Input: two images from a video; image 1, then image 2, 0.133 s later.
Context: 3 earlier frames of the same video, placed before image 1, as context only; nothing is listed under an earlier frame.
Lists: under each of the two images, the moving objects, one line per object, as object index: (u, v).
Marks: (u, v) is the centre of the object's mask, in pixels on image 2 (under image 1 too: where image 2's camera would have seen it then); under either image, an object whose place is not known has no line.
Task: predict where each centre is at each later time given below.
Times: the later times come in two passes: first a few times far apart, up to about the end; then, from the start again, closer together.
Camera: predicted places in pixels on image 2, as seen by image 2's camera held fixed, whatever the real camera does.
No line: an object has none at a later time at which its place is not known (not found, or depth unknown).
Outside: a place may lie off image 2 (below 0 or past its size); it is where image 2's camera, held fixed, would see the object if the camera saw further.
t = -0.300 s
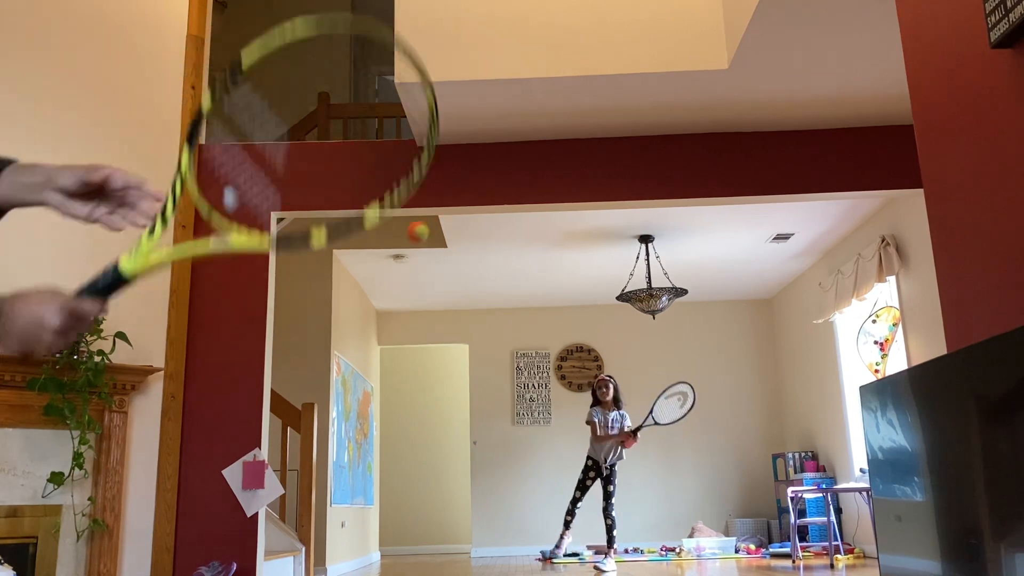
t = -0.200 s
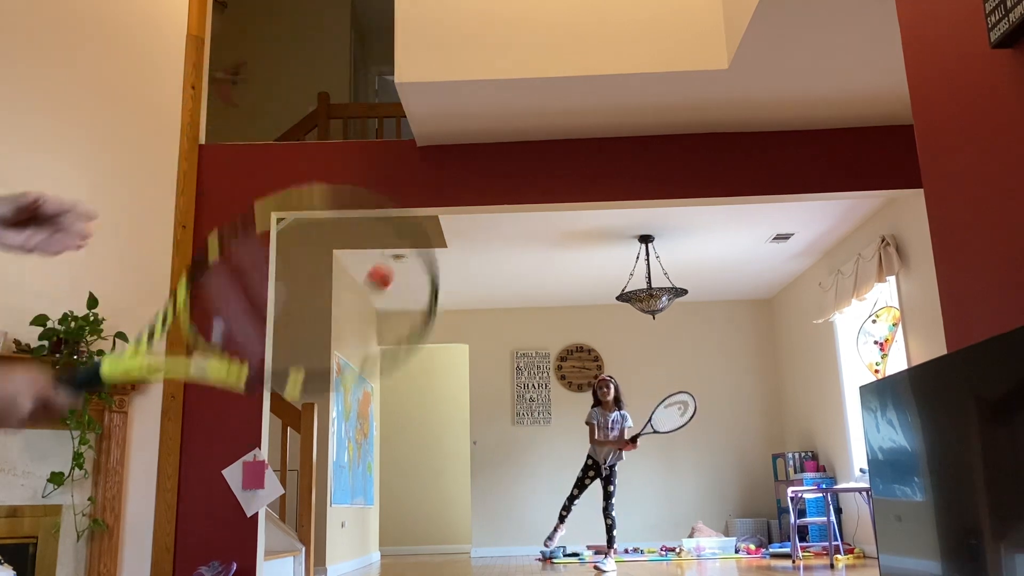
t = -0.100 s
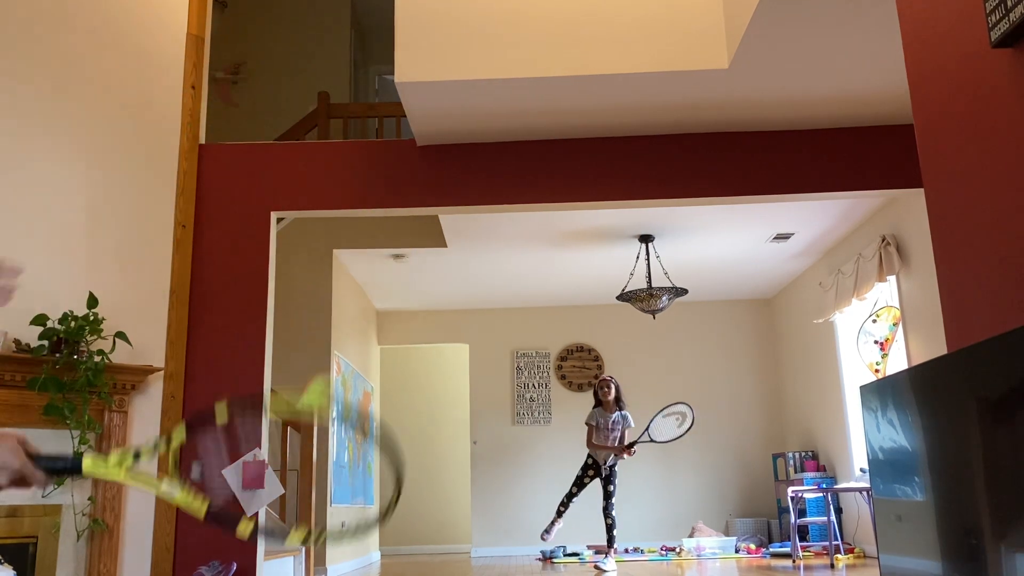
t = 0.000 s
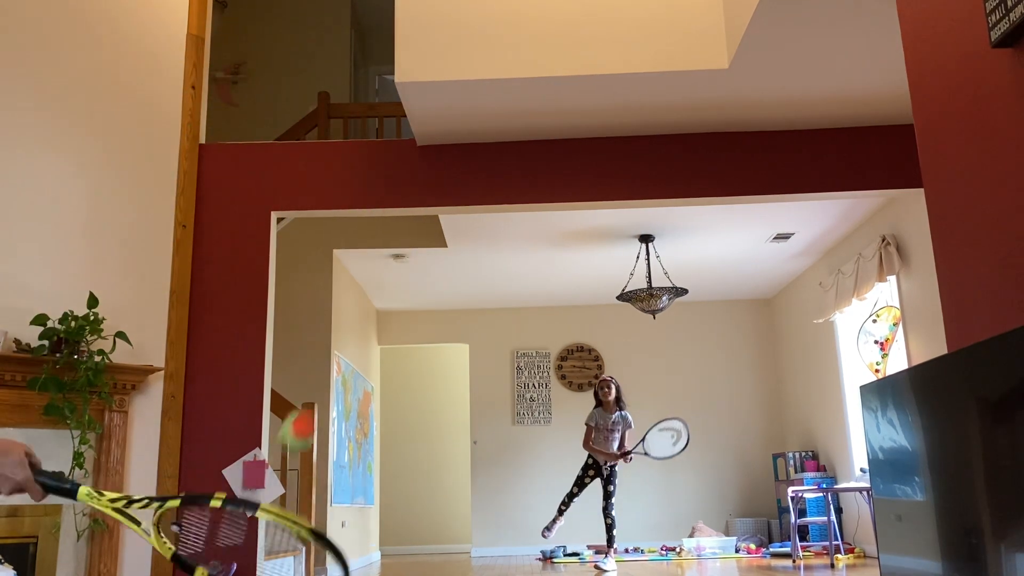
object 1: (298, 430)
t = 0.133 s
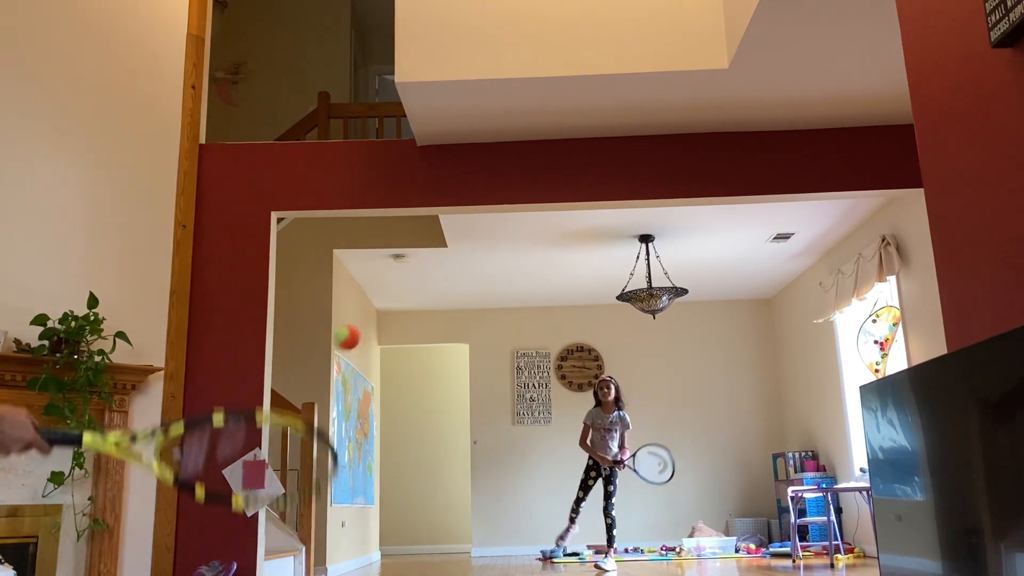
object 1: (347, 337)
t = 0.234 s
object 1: (369, 329)
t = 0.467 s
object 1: (400, 404)
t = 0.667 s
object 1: (415, 533)
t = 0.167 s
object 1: (355, 332)
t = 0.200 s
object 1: (362, 328)
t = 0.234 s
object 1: (369, 329)
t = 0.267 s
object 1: (374, 333)
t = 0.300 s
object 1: (379, 340)
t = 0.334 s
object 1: (385, 349)
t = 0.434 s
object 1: (396, 387)
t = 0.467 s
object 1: (400, 404)
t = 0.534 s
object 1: (405, 441)
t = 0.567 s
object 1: (408, 463)
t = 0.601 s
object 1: (411, 485)
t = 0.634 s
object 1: (412, 507)
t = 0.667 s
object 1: (415, 533)
